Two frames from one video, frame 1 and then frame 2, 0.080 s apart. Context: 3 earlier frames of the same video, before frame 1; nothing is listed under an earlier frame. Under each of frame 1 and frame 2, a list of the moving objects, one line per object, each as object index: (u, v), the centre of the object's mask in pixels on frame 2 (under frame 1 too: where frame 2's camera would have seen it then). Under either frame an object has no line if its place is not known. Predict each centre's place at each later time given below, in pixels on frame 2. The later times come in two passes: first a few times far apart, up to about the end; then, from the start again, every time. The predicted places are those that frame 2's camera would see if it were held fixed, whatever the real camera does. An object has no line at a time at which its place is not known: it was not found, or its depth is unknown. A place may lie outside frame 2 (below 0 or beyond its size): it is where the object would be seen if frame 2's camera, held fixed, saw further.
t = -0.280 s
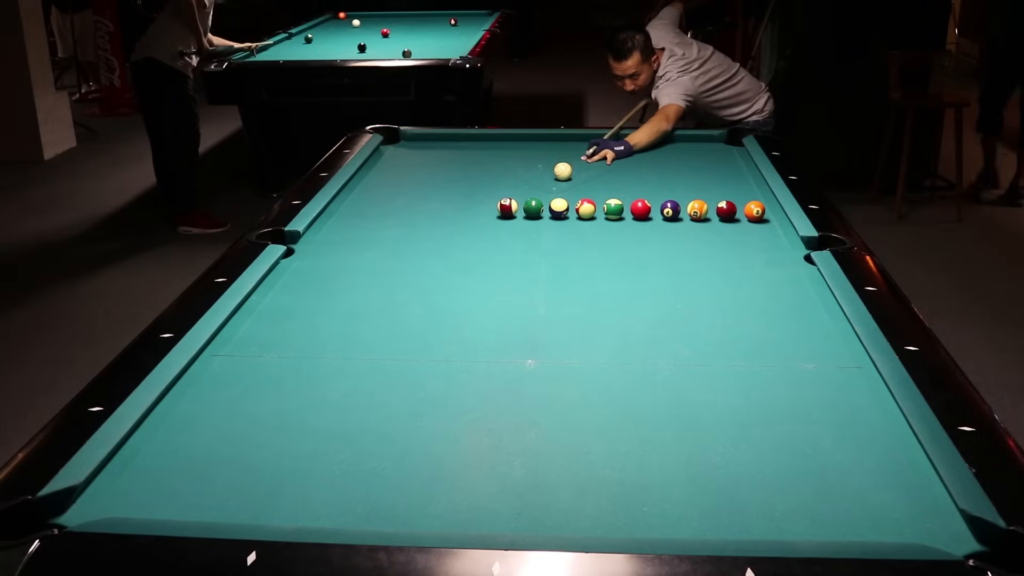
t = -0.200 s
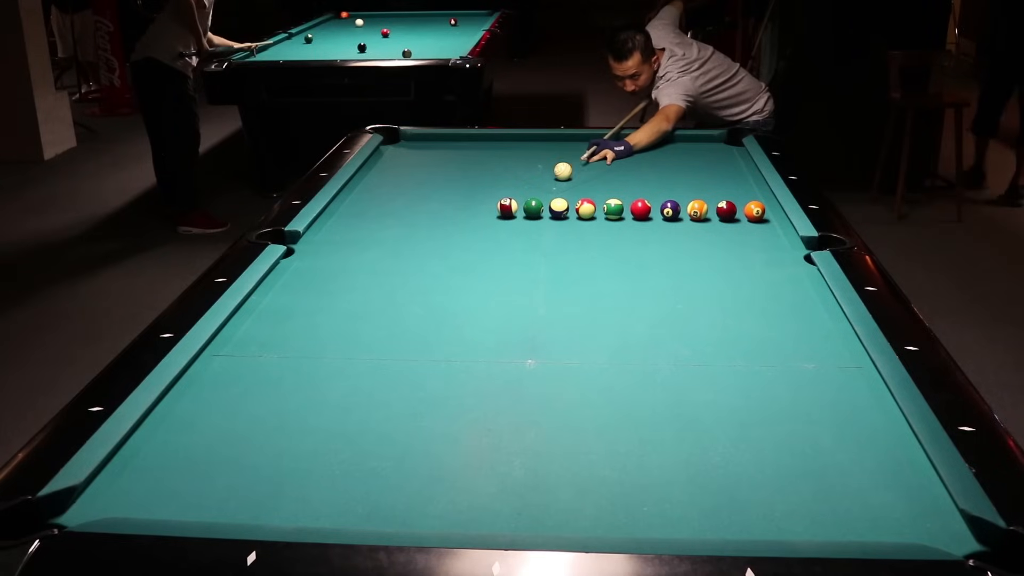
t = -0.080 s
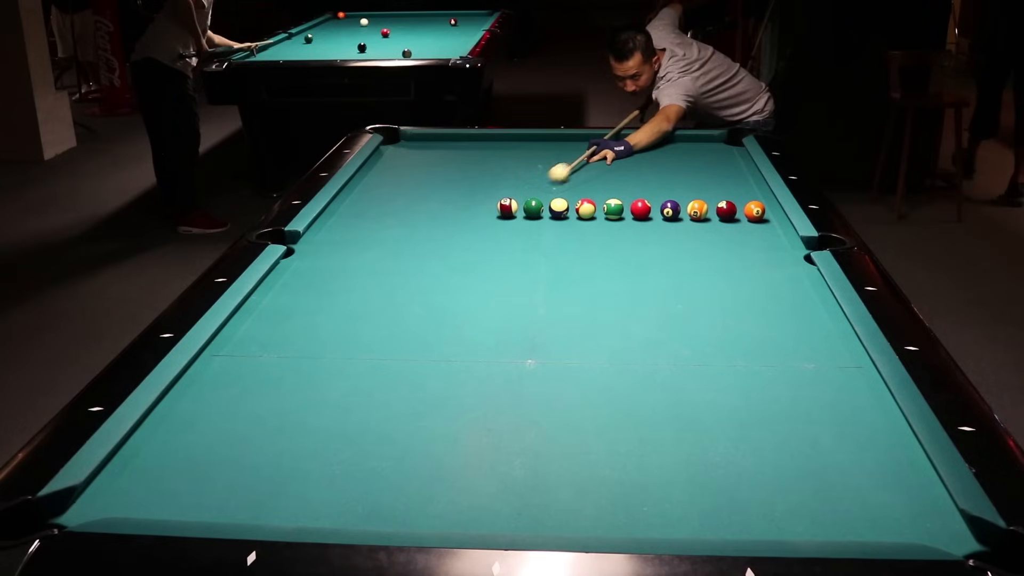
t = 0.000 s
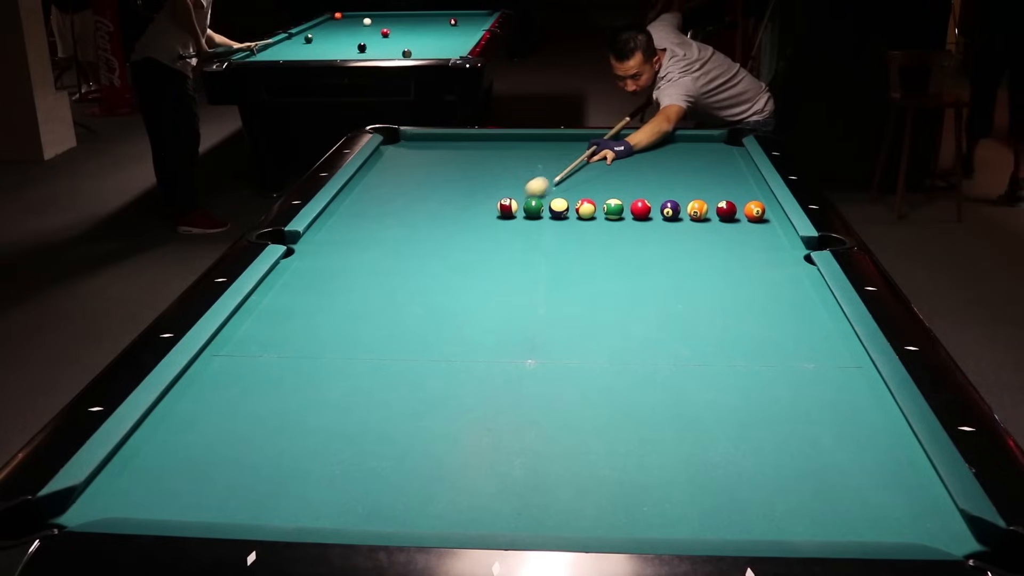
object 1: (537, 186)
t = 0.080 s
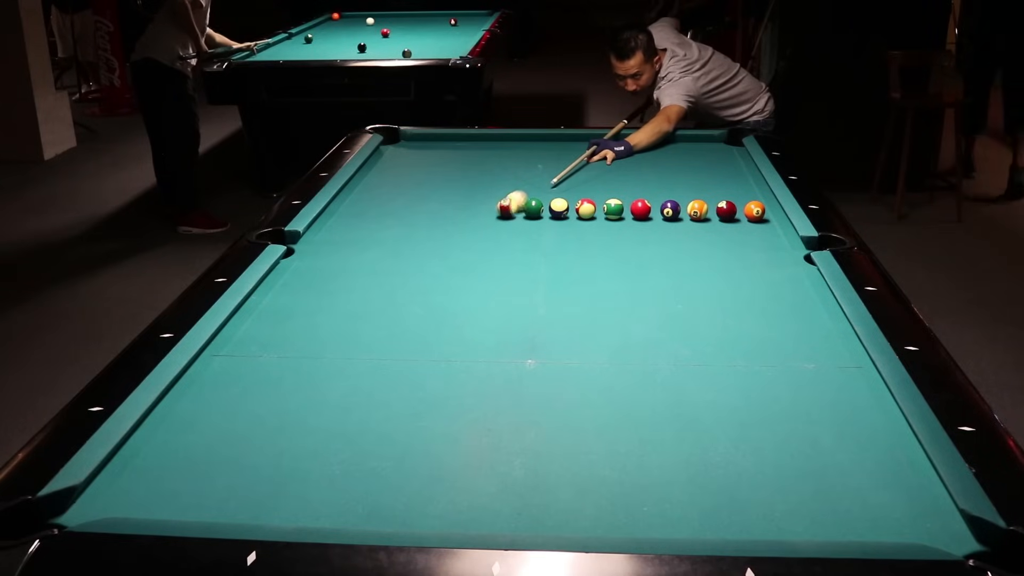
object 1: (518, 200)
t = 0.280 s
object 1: (511, 202)
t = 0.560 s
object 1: (509, 201)
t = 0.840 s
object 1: (510, 202)
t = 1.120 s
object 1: (510, 202)
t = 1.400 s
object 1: (510, 202)
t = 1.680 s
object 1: (510, 202)
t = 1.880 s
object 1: (510, 202)
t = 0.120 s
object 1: (514, 201)
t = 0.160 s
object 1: (513, 202)
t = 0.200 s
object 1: (513, 202)
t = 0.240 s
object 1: (512, 202)
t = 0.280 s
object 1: (511, 202)
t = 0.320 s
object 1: (511, 202)
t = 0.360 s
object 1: (511, 202)
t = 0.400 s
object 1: (510, 202)
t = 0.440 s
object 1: (510, 202)
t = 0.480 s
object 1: (509, 201)
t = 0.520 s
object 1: (509, 201)
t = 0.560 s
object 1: (509, 201)
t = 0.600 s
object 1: (509, 201)
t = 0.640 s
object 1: (509, 201)
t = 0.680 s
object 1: (509, 201)
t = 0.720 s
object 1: (510, 202)
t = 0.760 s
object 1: (510, 202)
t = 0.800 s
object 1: (510, 202)
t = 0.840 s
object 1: (510, 202)
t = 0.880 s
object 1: (510, 202)
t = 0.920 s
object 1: (510, 202)
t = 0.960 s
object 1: (510, 202)
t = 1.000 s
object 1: (510, 202)
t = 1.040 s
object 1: (510, 202)
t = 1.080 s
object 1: (510, 202)
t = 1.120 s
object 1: (510, 202)
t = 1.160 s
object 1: (510, 202)
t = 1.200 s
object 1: (510, 202)
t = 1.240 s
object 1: (510, 202)
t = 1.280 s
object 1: (510, 202)
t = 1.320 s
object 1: (510, 202)
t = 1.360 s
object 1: (510, 202)
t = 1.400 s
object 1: (510, 202)
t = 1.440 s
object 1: (510, 202)
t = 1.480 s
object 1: (510, 202)
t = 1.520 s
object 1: (510, 202)
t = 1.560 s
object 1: (510, 202)
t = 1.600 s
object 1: (510, 202)
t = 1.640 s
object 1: (510, 202)
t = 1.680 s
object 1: (510, 202)
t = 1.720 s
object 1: (510, 202)
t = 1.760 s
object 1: (510, 202)
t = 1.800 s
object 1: (510, 202)
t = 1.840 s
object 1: (510, 202)
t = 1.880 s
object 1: (510, 202)
